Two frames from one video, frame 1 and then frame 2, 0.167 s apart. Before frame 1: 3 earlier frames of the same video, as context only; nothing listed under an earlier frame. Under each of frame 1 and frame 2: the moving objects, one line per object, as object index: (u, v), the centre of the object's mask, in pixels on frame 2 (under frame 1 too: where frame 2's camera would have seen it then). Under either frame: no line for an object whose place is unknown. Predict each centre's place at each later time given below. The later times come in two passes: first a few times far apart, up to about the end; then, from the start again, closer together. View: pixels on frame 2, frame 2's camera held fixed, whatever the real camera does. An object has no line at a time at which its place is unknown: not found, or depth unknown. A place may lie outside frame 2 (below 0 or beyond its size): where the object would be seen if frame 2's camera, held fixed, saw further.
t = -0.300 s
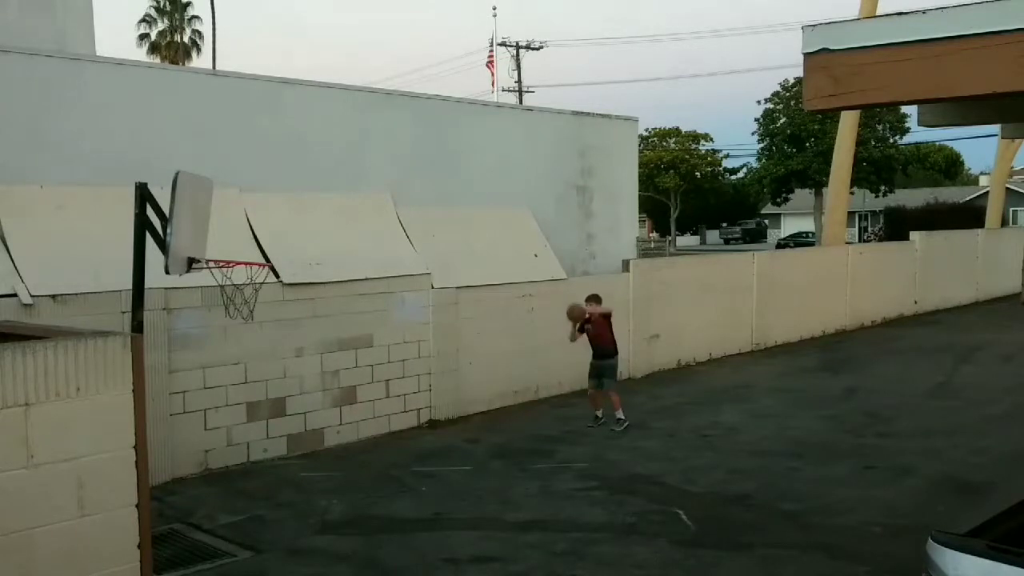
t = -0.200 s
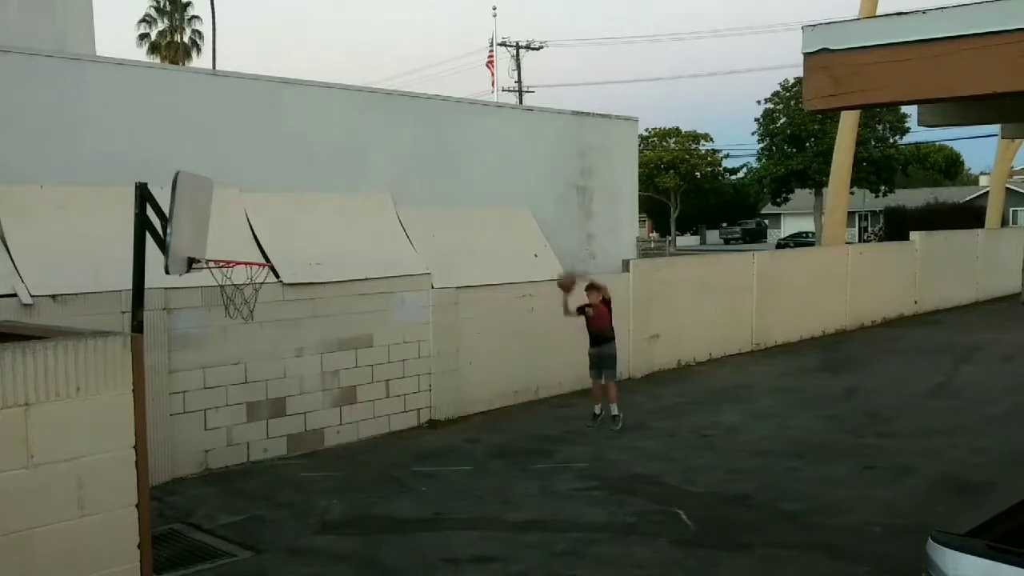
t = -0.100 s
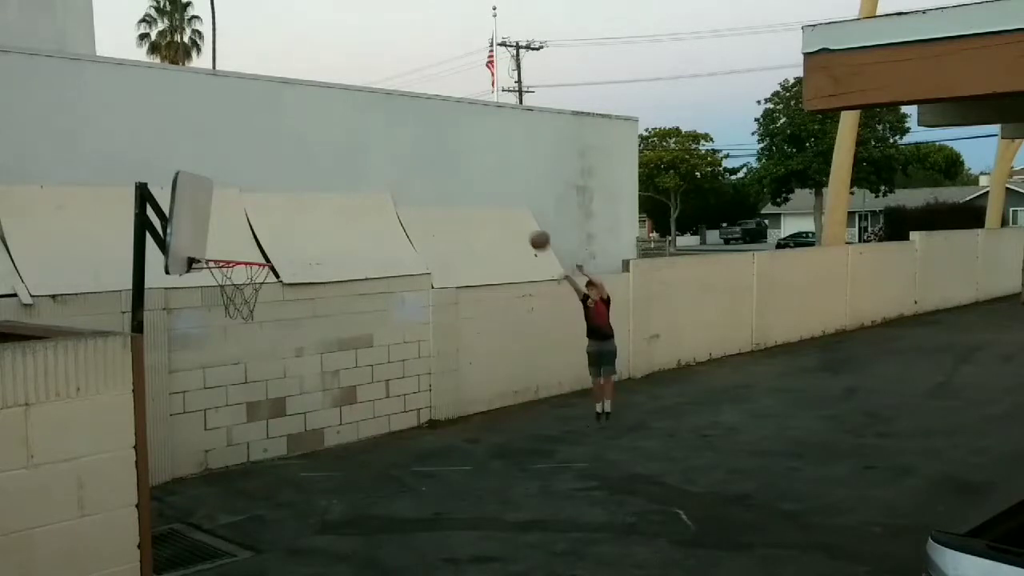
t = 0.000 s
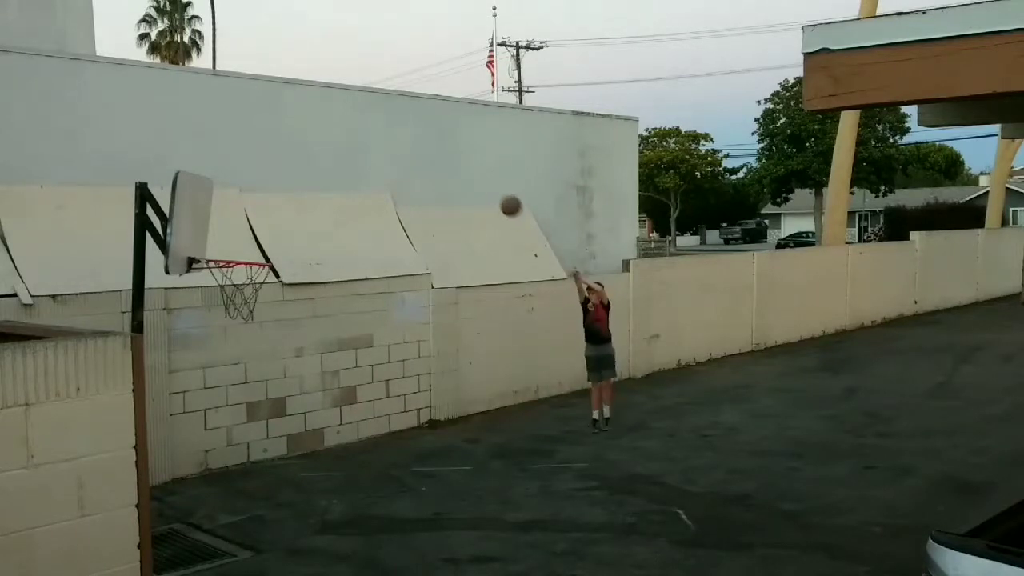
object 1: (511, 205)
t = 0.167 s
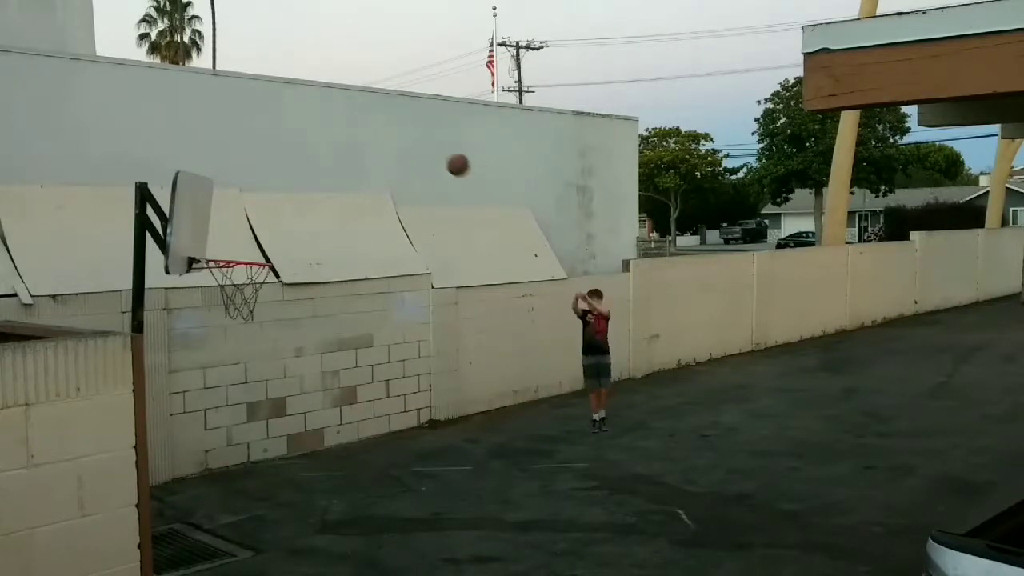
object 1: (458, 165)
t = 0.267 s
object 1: (423, 151)
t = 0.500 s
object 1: (334, 161)
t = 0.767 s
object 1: (223, 245)
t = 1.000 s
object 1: (233, 215)
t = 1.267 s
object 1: (252, 275)
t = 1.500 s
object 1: (275, 437)
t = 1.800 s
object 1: (288, 552)
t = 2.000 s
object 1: (271, 450)
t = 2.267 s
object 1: (252, 426)
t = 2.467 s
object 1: (236, 527)
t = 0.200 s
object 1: (447, 159)
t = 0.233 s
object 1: (435, 155)
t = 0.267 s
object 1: (423, 151)
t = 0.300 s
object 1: (411, 149)
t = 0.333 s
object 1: (399, 148)
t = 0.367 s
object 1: (387, 148)
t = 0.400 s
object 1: (374, 149)
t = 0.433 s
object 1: (361, 152)
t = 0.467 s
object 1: (347, 156)
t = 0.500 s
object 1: (334, 161)
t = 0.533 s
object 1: (320, 168)
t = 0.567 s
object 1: (306, 176)
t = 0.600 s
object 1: (291, 185)
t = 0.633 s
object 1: (276, 197)
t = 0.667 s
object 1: (262, 209)
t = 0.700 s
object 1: (246, 225)
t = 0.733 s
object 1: (230, 241)
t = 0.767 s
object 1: (223, 245)
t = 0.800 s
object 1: (224, 237)
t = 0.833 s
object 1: (226, 230)
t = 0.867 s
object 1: (227, 224)
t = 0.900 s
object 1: (229, 220)
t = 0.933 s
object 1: (230, 217)
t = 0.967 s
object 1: (232, 215)
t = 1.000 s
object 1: (233, 215)
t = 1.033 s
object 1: (235, 216)
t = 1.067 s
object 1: (238, 219)
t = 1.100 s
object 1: (240, 224)
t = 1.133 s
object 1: (242, 230)
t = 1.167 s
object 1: (244, 238)
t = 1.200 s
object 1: (247, 248)
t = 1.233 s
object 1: (249, 260)
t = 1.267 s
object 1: (252, 275)
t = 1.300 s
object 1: (255, 292)
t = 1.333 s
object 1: (258, 310)
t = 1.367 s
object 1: (261, 330)
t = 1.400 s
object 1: (264, 353)
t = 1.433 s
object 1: (268, 378)
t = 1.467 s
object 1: (271, 405)
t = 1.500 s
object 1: (275, 437)
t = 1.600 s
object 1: (287, 552)
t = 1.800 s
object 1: (288, 552)
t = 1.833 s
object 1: (285, 531)
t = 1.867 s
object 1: (283, 511)
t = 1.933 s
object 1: (277, 479)
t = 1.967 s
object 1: (274, 464)
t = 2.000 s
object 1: (271, 450)
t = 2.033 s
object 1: (269, 441)
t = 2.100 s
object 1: (264, 426)
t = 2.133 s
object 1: (262, 419)
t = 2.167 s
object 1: (259, 417)
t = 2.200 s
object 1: (257, 417)
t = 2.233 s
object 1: (254, 420)
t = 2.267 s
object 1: (252, 426)
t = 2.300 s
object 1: (249, 435)
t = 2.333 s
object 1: (246, 447)
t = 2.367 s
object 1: (244, 462)
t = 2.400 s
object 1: (242, 481)
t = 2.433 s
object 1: (241, 501)
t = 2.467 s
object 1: (236, 527)
